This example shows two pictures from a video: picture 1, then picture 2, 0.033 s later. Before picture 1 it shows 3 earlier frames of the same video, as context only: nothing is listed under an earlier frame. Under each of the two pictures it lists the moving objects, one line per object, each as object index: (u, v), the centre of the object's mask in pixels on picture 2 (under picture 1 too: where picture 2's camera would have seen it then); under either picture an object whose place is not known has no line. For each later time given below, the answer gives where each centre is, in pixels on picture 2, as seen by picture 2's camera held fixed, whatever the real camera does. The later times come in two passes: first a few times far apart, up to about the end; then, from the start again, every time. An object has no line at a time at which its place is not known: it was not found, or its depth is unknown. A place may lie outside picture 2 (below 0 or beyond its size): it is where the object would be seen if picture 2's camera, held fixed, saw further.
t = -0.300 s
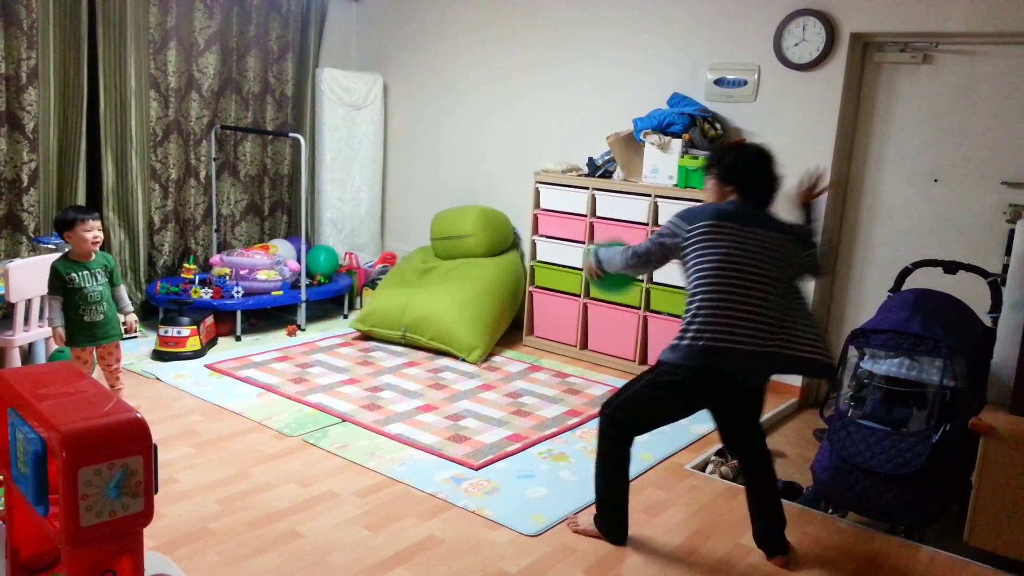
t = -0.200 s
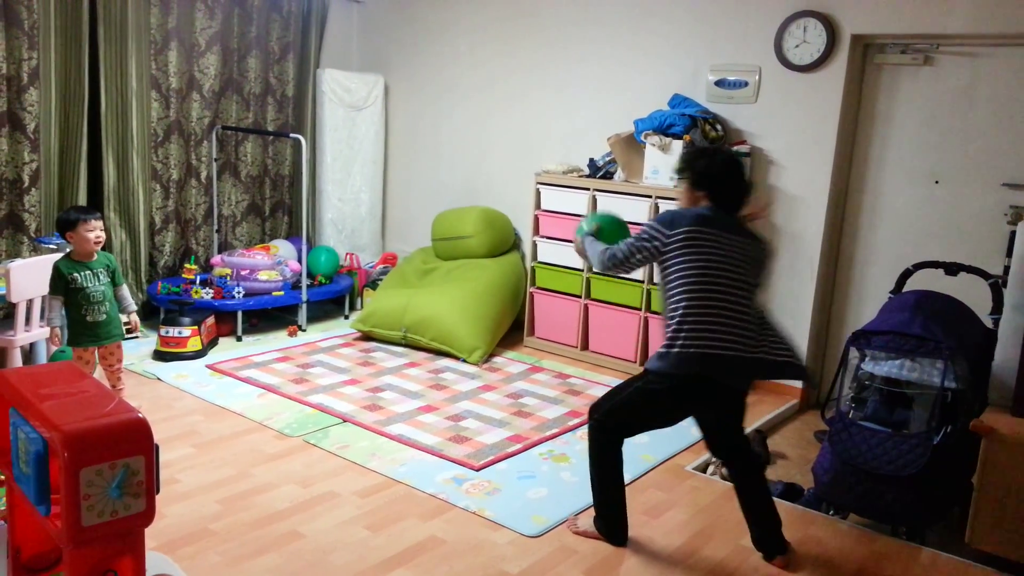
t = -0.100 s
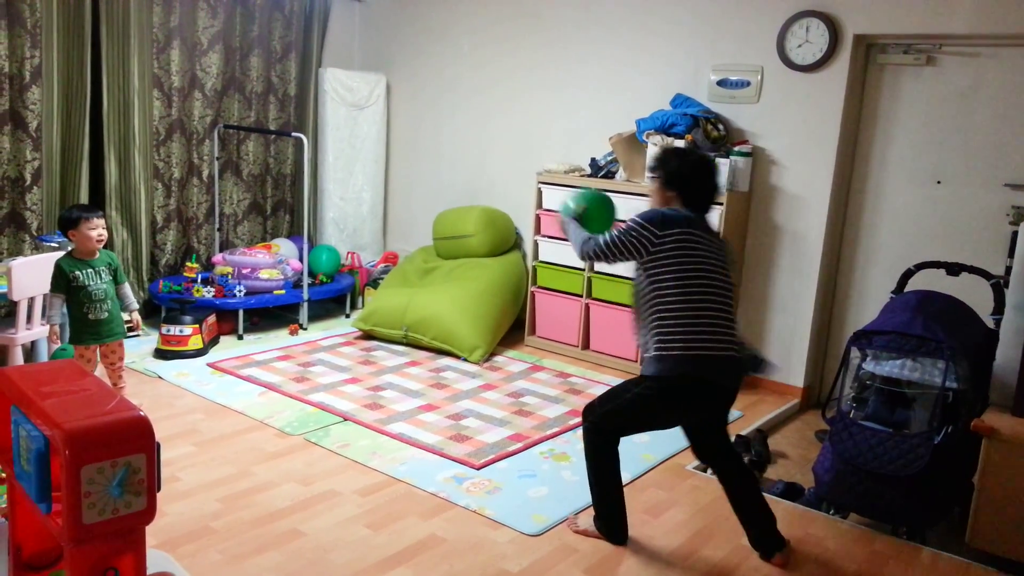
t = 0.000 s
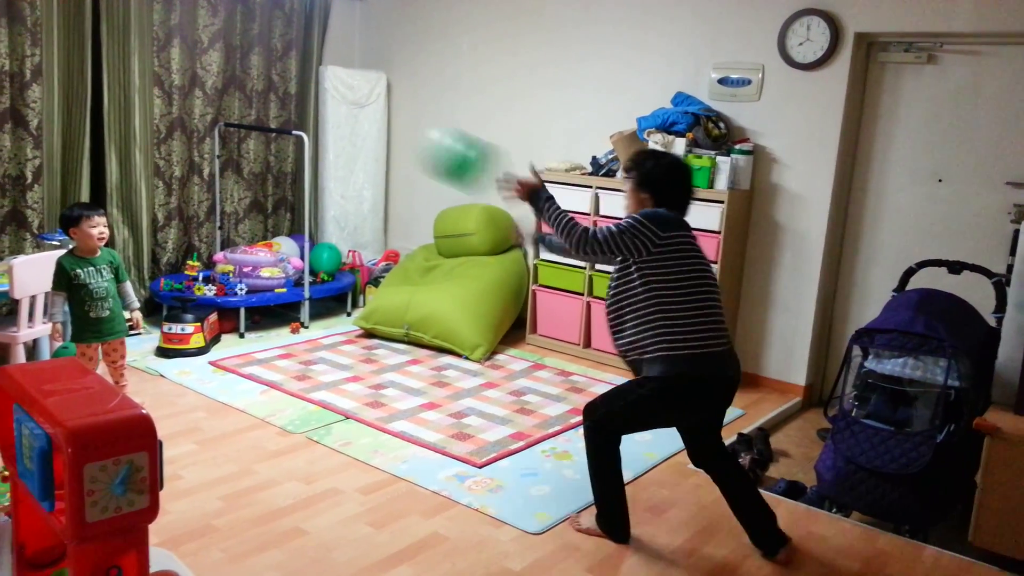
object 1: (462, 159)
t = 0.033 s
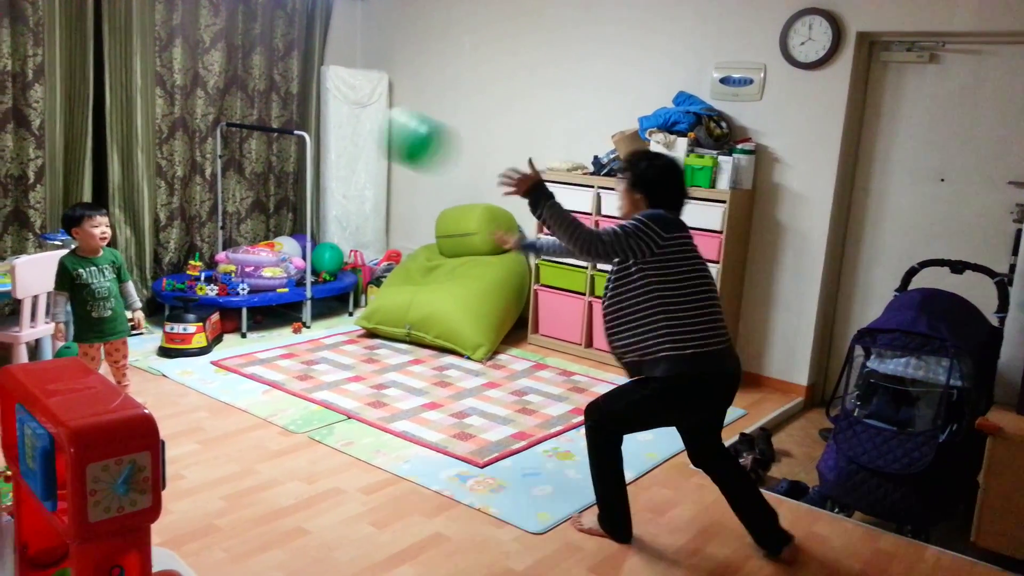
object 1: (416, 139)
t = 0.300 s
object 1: (288, 123)
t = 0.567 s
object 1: (264, 157)
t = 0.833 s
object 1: (250, 211)
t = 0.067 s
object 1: (376, 125)
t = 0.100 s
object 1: (346, 114)
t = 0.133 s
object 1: (326, 111)
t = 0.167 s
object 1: (313, 111)
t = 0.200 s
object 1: (305, 113)
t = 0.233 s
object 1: (298, 116)
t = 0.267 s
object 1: (293, 119)
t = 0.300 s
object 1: (288, 123)
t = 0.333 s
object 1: (283, 126)
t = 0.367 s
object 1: (280, 130)
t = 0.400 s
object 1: (276, 133)
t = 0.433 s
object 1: (273, 138)
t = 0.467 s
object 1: (271, 142)
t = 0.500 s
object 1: (268, 147)
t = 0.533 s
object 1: (266, 152)
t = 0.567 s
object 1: (264, 157)
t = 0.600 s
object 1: (262, 163)
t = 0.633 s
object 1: (260, 169)
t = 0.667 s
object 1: (258, 175)
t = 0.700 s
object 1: (256, 182)
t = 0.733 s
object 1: (255, 189)
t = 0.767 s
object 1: (253, 196)
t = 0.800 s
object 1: (251, 204)
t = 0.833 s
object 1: (250, 211)
